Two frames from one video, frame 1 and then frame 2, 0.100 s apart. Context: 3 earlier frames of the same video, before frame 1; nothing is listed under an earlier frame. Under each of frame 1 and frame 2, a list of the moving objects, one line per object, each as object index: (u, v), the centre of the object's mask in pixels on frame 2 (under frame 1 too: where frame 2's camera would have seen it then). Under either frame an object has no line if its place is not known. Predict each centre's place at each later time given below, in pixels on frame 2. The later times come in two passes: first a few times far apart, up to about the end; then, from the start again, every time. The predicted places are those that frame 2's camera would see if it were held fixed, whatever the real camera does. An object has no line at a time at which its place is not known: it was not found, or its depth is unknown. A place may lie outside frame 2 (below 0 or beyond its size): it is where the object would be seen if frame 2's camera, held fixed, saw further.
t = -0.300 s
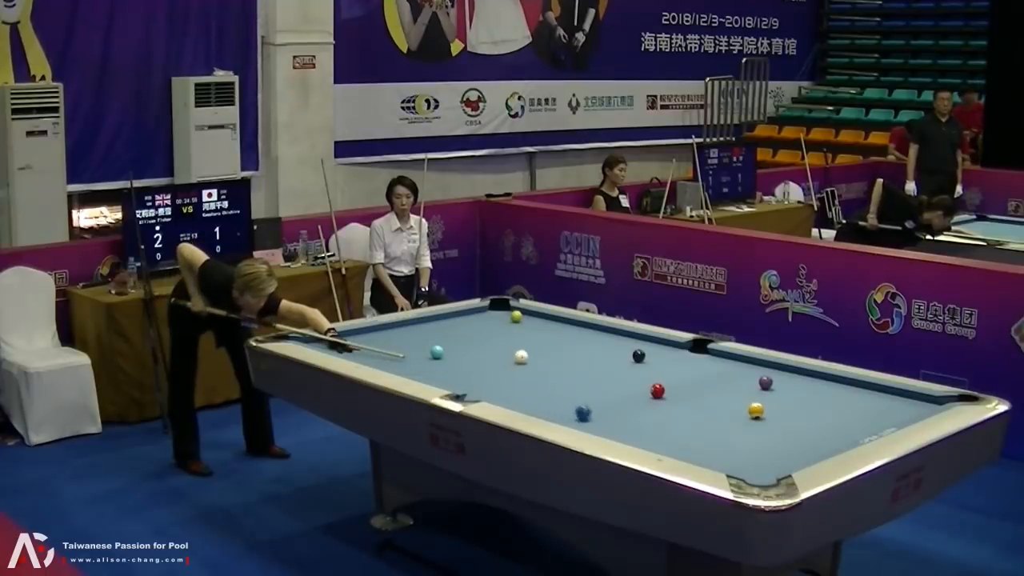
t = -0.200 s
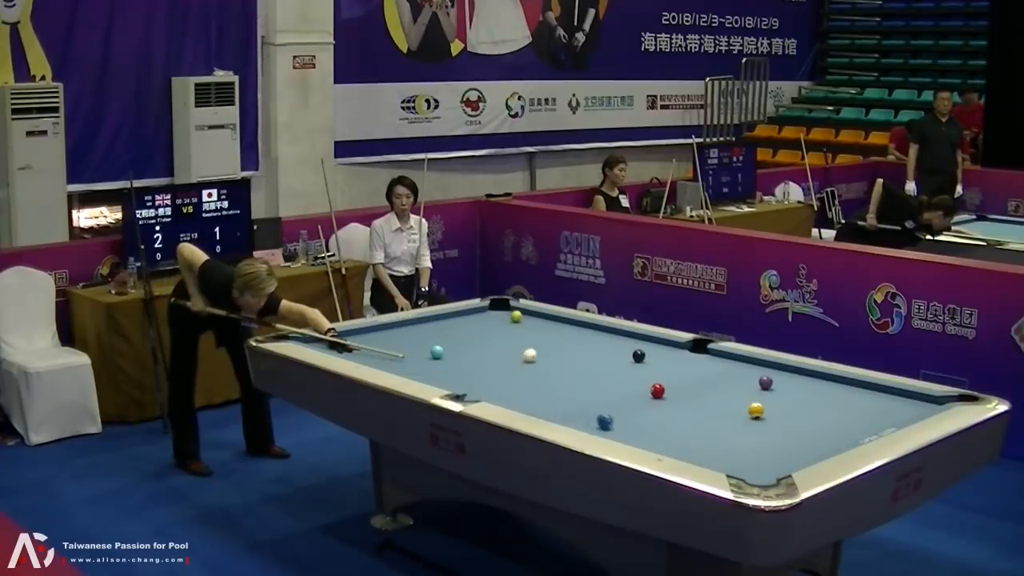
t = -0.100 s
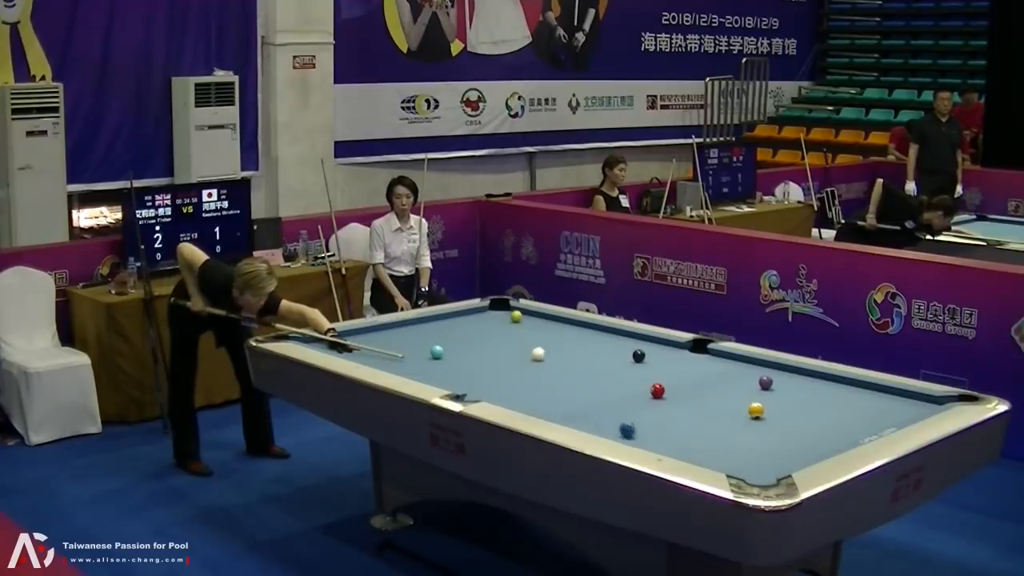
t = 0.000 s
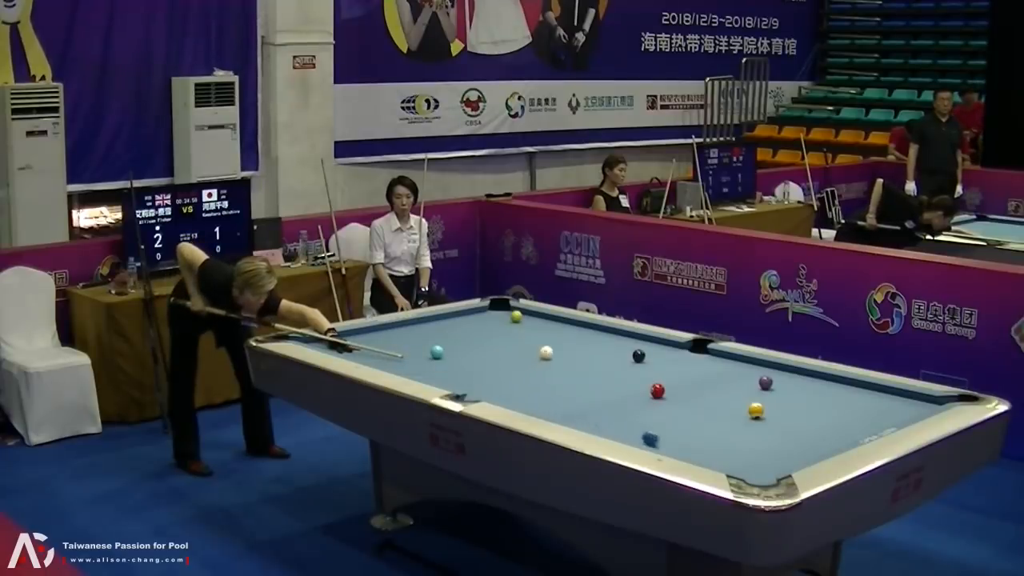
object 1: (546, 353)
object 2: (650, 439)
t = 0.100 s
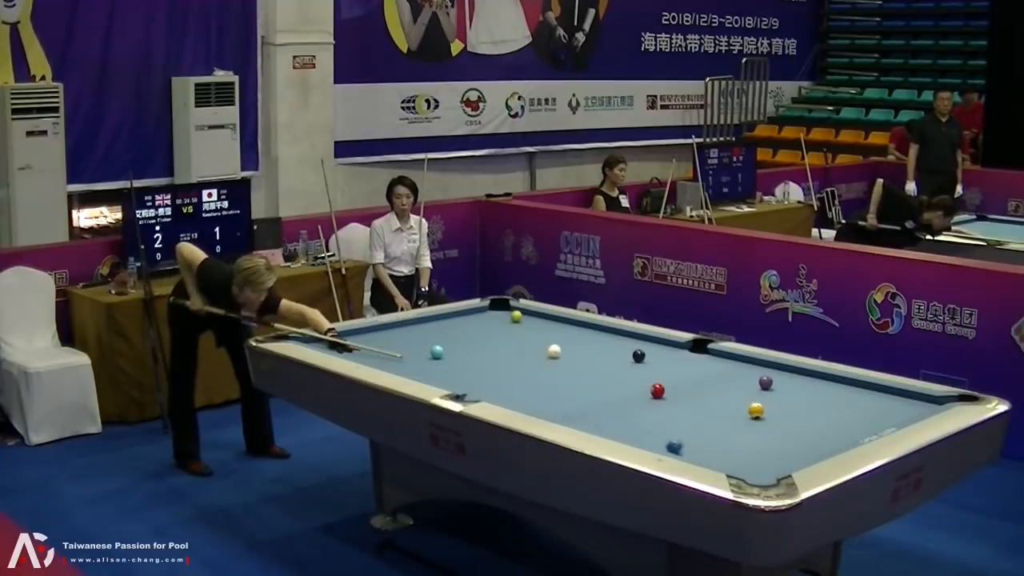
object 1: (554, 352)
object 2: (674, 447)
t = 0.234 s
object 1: (564, 350)
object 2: (707, 459)
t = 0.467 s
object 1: (581, 347)
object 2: (764, 480)
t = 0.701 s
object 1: (597, 344)
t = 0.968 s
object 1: (614, 341)
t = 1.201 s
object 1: (627, 339)
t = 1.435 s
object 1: (639, 337)
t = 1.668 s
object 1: (633, 338)
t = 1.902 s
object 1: (627, 338)
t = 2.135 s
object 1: (622, 339)
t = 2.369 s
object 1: (617, 340)
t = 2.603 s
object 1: (614, 340)
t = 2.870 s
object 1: (610, 341)
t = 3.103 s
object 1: (608, 341)
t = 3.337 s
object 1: (607, 342)
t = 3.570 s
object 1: (607, 342)
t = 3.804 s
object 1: (607, 342)
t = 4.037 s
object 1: (607, 342)
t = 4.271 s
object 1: (607, 342)
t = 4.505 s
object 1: (607, 342)
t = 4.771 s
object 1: (607, 342)
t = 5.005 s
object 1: (607, 342)
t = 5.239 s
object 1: (607, 342)
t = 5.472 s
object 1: (607, 342)
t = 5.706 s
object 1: (607, 342)
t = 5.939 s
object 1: (607, 342)
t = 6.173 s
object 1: (607, 342)
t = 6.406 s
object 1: (607, 342)
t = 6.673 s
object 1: (607, 342)
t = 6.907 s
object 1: (607, 342)
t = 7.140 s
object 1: (607, 342)
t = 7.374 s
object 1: (607, 342)
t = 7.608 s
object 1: (607, 342)
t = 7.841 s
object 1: (607, 342)
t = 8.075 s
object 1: (607, 342)
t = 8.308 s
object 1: (607, 342)
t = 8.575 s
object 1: (607, 342)
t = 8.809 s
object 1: (607, 342)
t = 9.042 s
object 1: (607, 342)
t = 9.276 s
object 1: (607, 342)
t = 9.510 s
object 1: (607, 342)
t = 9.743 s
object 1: (607, 342)
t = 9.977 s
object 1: (607, 342)
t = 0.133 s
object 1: (556, 351)
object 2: (683, 450)
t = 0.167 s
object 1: (559, 351)
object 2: (691, 452)
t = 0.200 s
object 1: (561, 351)
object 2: (699, 456)
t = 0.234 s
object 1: (564, 350)
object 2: (707, 459)
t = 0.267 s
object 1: (566, 350)
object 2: (716, 461)
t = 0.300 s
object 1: (569, 349)
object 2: (725, 465)
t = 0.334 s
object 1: (571, 349)
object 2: (734, 468)
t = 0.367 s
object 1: (574, 348)
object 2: (744, 473)
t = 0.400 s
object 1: (576, 348)
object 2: (753, 476)
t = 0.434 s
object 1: (578, 347)
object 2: (764, 479)
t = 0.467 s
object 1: (581, 347)
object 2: (764, 480)
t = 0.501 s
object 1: (583, 347)
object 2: (759, 482)
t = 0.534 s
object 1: (586, 346)
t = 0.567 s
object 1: (588, 346)
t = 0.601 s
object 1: (590, 345)
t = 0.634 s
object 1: (592, 345)
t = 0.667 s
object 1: (595, 345)
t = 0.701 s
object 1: (597, 344)
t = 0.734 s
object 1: (599, 344)
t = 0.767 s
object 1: (601, 343)
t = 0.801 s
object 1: (603, 343)
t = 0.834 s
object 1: (605, 343)
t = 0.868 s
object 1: (607, 342)
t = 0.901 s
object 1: (610, 342)
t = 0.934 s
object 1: (611, 342)
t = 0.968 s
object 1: (614, 341)
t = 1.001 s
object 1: (616, 341)
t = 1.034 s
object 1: (618, 340)
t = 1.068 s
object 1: (620, 340)
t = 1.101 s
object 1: (621, 340)
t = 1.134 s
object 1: (623, 339)
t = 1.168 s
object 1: (625, 339)
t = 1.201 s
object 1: (627, 339)
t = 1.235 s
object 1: (629, 338)
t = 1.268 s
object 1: (631, 338)
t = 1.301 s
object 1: (632, 338)
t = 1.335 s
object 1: (634, 338)
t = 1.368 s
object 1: (636, 337)
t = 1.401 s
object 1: (638, 337)
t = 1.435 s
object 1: (639, 337)
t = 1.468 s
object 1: (639, 337)
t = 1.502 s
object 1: (638, 337)
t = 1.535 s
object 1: (637, 337)
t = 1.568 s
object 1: (636, 337)
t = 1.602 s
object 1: (635, 337)
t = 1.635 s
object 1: (634, 337)
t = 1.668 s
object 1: (633, 338)
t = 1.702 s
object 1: (632, 338)
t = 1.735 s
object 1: (632, 338)
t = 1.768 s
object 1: (631, 338)
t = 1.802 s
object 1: (630, 338)
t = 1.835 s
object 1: (629, 338)
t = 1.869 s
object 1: (628, 338)
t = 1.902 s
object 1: (627, 338)
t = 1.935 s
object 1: (627, 338)
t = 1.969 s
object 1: (626, 338)
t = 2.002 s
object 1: (625, 339)
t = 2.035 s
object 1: (624, 339)
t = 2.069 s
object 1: (624, 339)
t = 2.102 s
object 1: (623, 339)
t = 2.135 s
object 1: (622, 339)
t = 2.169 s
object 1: (621, 339)
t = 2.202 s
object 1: (621, 339)
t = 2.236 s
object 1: (620, 339)
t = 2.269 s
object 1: (619, 339)
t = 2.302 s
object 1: (619, 339)
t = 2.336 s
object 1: (618, 339)
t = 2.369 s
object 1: (617, 340)
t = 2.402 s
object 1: (617, 340)
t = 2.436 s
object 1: (616, 340)
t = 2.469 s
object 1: (616, 340)
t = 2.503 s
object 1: (615, 340)
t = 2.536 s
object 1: (614, 340)
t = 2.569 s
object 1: (614, 340)
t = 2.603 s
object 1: (614, 340)
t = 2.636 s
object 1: (613, 340)
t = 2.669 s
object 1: (613, 340)
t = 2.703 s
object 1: (612, 341)
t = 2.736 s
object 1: (612, 340)
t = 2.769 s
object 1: (611, 341)
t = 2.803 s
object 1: (611, 340)
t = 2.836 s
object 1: (611, 341)
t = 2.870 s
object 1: (610, 341)
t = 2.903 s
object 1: (610, 341)
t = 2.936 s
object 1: (610, 341)
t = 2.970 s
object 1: (609, 341)
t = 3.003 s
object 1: (609, 341)
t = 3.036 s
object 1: (609, 341)
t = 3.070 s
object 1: (608, 341)
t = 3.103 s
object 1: (608, 341)
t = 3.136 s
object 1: (608, 341)
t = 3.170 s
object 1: (608, 341)
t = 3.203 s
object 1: (608, 341)
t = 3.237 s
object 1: (607, 341)
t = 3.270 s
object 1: (607, 341)
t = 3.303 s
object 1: (607, 342)
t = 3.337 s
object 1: (607, 342)
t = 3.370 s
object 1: (607, 342)
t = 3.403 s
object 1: (607, 342)
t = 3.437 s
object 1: (607, 342)
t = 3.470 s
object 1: (607, 342)
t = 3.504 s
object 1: (607, 342)
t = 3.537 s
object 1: (607, 342)
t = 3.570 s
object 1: (607, 342)
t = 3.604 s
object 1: (607, 342)
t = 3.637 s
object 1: (607, 342)
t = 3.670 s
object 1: (607, 342)
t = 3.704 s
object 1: (607, 342)
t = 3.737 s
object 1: (607, 342)
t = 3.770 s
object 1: (607, 342)
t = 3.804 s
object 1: (607, 342)
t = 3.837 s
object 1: (607, 342)
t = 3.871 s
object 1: (607, 342)
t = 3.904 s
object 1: (607, 342)
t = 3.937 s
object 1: (607, 342)
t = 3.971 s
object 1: (607, 342)
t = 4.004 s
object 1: (607, 342)
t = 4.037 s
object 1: (607, 342)
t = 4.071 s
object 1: (607, 342)
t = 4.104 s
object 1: (607, 342)
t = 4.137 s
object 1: (607, 342)
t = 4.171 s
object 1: (607, 342)
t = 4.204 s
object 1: (607, 342)
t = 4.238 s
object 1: (607, 342)
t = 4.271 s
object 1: (607, 342)
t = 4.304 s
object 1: (607, 342)
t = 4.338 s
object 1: (607, 342)
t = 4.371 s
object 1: (607, 342)
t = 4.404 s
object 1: (607, 342)
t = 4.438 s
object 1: (607, 342)
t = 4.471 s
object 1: (607, 342)
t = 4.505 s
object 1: (607, 342)
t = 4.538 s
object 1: (607, 342)
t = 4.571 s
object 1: (607, 342)
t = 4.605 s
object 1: (607, 342)
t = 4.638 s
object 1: (607, 342)
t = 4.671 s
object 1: (607, 342)
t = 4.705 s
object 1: (607, 342)
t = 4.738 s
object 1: (607, 342)
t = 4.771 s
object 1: (607, 342)
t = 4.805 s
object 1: (607, 342)
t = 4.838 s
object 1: (607, 342)
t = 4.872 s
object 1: (607, 342)
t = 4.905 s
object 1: (607, 342)
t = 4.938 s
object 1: (607, 342)
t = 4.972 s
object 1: (607, 342)
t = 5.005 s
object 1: (607, 342)
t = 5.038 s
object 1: (607, 342)
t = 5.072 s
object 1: (607, 342)
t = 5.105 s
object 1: (607, 342)
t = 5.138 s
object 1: (607, 342)
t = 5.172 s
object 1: (607, 342)
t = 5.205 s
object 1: (607, 342)
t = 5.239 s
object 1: (607, 342)
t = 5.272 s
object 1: (607, 342)
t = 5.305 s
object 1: (607, 342)
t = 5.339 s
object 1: (607, 342)
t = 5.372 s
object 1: (607, 342)
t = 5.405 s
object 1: (607, 342)
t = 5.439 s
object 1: (607, 342)
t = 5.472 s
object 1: (607, 342)
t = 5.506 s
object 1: (607, 342)
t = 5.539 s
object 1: (607, 342)
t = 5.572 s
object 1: (607, 342)
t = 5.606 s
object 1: (607, 342)
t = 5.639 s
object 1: (607, 342)
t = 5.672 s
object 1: (607, 342)
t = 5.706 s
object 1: (607, 342)
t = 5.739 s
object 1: (607, 342)
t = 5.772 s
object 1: (607, 342)
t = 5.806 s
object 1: (607, 342)
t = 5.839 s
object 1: (607, 342)
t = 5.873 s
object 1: (607, 342)
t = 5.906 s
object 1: (607, 342)
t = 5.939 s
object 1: (607, 342)
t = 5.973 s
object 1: (607, 342)
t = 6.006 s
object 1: (607, 342)
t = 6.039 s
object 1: (607, 342)
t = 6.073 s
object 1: (607, 342)
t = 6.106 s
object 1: (607, 342)
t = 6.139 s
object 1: (607, 342)
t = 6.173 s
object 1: (607, 342)
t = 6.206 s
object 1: (607, 342)
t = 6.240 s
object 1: (607, 342)
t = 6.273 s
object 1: (607, 342)
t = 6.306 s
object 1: (607, 342)
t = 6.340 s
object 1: (607, 342)
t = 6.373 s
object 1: (607, 342)
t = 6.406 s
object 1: (607, 342)
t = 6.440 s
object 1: (607, 342)
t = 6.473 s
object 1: (607, 342)
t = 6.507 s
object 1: (607, 342)
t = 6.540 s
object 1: (607, 342)
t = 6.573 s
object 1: (607, 342)
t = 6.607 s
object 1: (607, 342)
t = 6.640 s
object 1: (607, 342)
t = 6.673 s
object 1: (607, 342)
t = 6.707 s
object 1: (607, 342)
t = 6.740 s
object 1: (607, 342)
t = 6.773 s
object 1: (607, 342)
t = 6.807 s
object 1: (607, 342)
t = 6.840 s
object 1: (607, 342)
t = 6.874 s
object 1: (607, 342)
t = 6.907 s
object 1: (607, 342)
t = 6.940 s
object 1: (607, 342)
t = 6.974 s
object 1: (607, 342)
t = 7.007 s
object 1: (607, 342)
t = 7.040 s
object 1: (607, 342)
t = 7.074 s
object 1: (607, 342)
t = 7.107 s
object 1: (607, 342)
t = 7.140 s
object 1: (607, 342)
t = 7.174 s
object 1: (607, 342)
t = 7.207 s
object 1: (607, 342)
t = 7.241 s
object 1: (607, 342)
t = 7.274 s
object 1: (607, 342)
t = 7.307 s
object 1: (607, 342)
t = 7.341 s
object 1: (607, 342)
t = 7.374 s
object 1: (607, 342)
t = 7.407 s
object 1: (607, 342)
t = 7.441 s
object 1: (607, 342)
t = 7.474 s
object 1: (607, 342)
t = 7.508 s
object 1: (607, 342)
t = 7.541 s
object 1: (607, 342)
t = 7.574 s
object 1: (607, 342)
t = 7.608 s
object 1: (607, 342)
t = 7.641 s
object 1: (607, 342)
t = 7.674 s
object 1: (607, 342)
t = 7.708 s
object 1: (607, 342)
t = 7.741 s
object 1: (607, 342)
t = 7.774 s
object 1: (607, 342)
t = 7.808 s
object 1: (607, 342)
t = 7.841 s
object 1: (607, 342)
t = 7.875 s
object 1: (607, 342)
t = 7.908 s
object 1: (607, 342)
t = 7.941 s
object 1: (607, 342)
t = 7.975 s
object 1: (607, 342)
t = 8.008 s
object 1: (607, 342)
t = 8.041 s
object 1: (607, 342)
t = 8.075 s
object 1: (607, 342)
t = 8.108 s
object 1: (607, 342)
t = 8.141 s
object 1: (607, 342)
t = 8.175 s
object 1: (607, 342)
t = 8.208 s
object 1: (607, 342)
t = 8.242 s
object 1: (607, 342)
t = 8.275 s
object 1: (607, 342)
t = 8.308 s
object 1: (607, 342)
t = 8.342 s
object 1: (607, 342)
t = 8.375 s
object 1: (607, 342)
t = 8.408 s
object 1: (607, 342)
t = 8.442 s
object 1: (607, 342)
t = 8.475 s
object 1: (607, 342)
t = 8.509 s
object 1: (607, 342)
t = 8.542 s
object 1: (607, 342)
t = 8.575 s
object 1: (607, 342)
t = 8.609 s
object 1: (607, 342)
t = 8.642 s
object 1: (607, 342)
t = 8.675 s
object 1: (607, 342)
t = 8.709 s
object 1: (607, 342)
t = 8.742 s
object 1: (607, 342)
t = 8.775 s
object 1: (607, 342)
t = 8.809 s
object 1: (607, 342)
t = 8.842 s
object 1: (607, 342)
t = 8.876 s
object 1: (607, 342)
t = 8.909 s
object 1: (607, 342)
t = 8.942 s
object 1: (607, 342)
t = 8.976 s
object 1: (607, 342)
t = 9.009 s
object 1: (607, 342)
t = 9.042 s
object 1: (607, 342)
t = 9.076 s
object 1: (607, 342)
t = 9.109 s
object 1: (607, 342)
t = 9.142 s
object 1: (607, 342)
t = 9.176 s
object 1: (607, 342)
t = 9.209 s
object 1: (607, 342)
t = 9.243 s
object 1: (607, 342)
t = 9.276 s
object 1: (607, 342)
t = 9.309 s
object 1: (607, 342)
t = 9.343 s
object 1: (607, 342)
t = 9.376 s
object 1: (607, 342)
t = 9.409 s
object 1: (607, 342)
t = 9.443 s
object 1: (607, 342)
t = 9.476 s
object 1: (607, 342)
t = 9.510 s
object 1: (607, 342)
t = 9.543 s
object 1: (607, 342)
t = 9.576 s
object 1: (607, 342)
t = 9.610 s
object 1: (607, 342)
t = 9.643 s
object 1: (607, 342)
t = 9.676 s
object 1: (607, 342)
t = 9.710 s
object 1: (607, 342)
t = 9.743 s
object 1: (607, 342)
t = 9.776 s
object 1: (607, 342)
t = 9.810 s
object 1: (607, 342)
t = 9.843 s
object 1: (607, 342)
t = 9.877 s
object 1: (607, 342)
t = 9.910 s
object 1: (607, 342)
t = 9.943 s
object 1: (607, 342)
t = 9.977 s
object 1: (607, 342)
